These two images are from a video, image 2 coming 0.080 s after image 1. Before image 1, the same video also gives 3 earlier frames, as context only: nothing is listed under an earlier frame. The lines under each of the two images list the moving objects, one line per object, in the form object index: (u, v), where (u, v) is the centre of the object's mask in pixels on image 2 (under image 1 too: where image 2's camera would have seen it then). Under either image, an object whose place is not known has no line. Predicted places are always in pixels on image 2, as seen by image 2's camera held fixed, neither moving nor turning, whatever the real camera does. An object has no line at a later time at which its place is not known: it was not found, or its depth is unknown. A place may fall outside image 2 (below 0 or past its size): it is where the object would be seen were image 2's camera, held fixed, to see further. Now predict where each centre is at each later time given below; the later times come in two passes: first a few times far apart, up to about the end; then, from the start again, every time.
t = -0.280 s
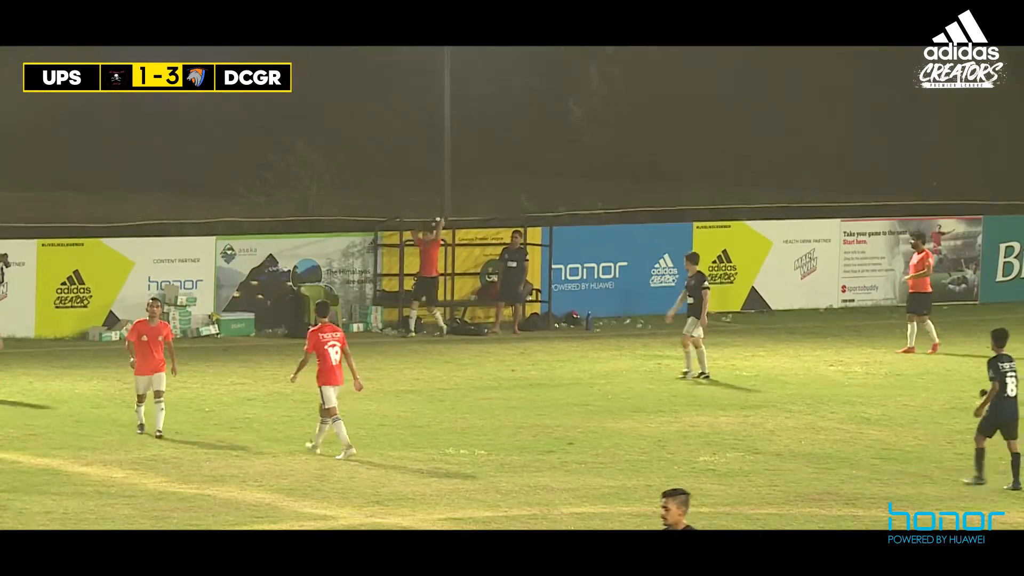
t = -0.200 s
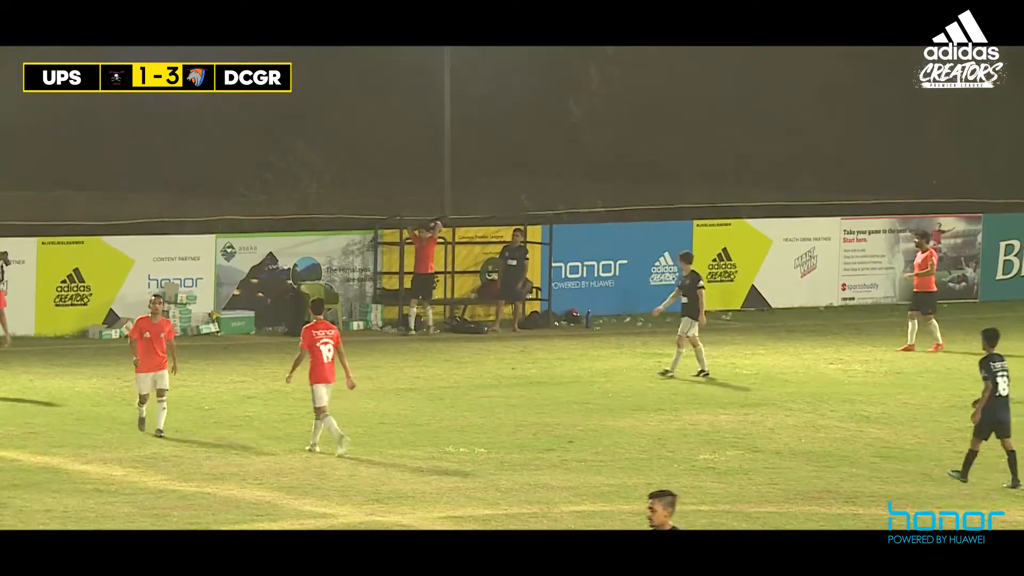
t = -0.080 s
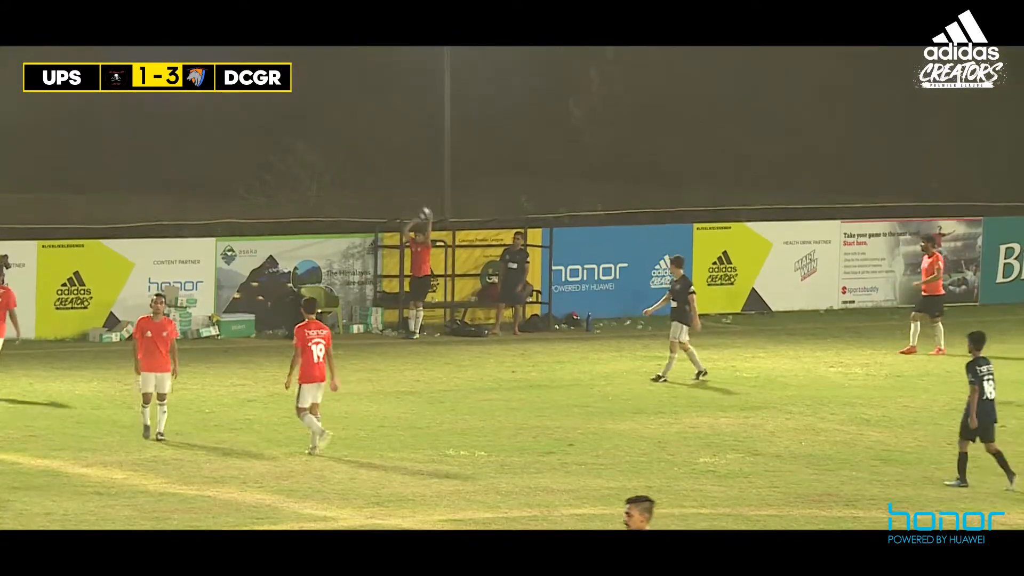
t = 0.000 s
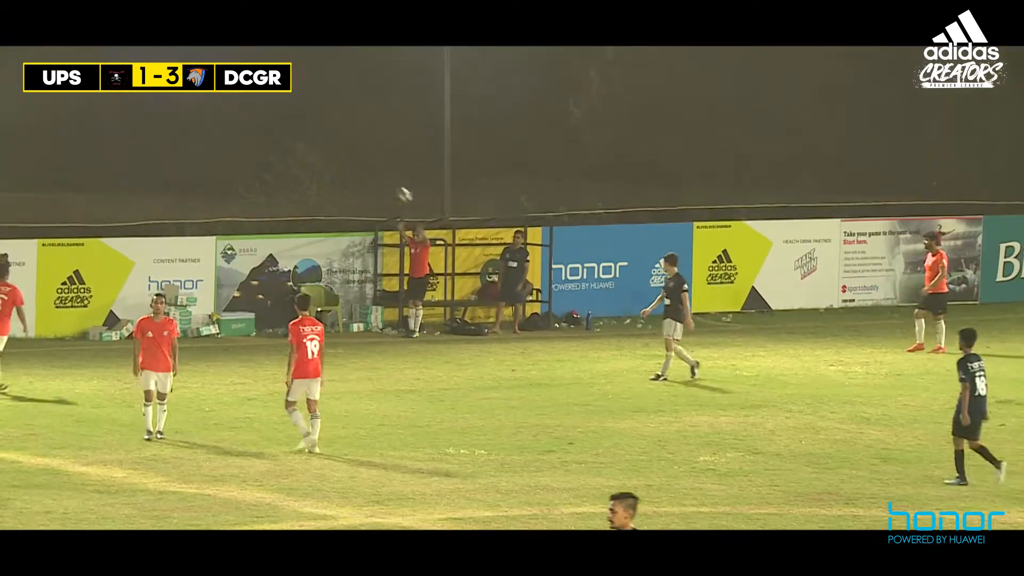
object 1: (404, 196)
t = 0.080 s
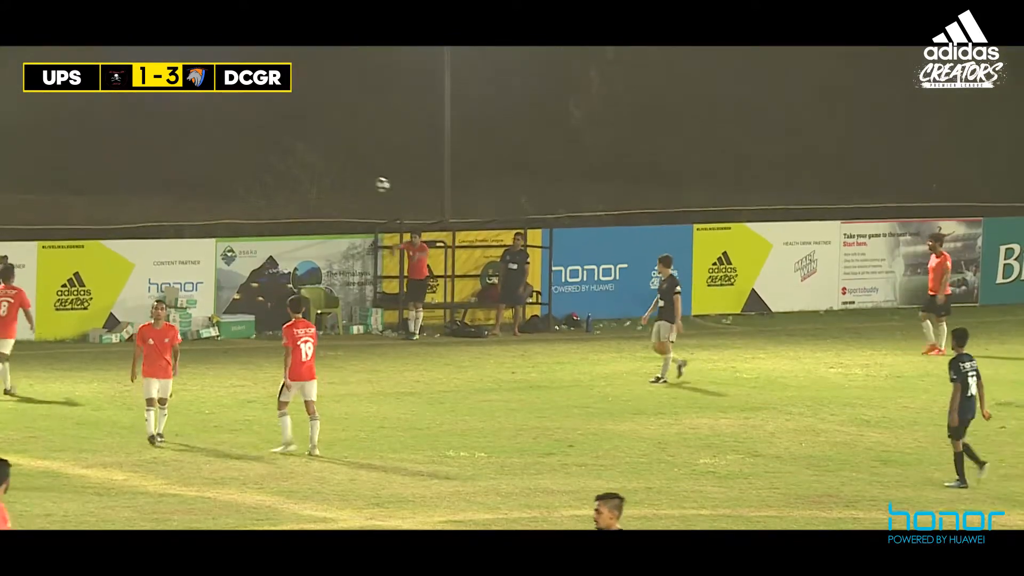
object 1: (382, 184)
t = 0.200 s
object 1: (349, 174)
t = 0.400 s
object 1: (295, 178)
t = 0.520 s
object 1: (262, 193)
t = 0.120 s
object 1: (371, 180)
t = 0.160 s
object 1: (360, 176)
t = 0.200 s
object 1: (349, 174)
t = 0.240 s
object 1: (338, 172)
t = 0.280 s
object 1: (327, 172)
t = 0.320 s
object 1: (317, 173)
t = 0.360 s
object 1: (306, 175)
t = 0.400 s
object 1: (295, 178)
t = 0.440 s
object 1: (284, 181)
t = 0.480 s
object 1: (273, 186)
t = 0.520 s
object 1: (262, 193)
